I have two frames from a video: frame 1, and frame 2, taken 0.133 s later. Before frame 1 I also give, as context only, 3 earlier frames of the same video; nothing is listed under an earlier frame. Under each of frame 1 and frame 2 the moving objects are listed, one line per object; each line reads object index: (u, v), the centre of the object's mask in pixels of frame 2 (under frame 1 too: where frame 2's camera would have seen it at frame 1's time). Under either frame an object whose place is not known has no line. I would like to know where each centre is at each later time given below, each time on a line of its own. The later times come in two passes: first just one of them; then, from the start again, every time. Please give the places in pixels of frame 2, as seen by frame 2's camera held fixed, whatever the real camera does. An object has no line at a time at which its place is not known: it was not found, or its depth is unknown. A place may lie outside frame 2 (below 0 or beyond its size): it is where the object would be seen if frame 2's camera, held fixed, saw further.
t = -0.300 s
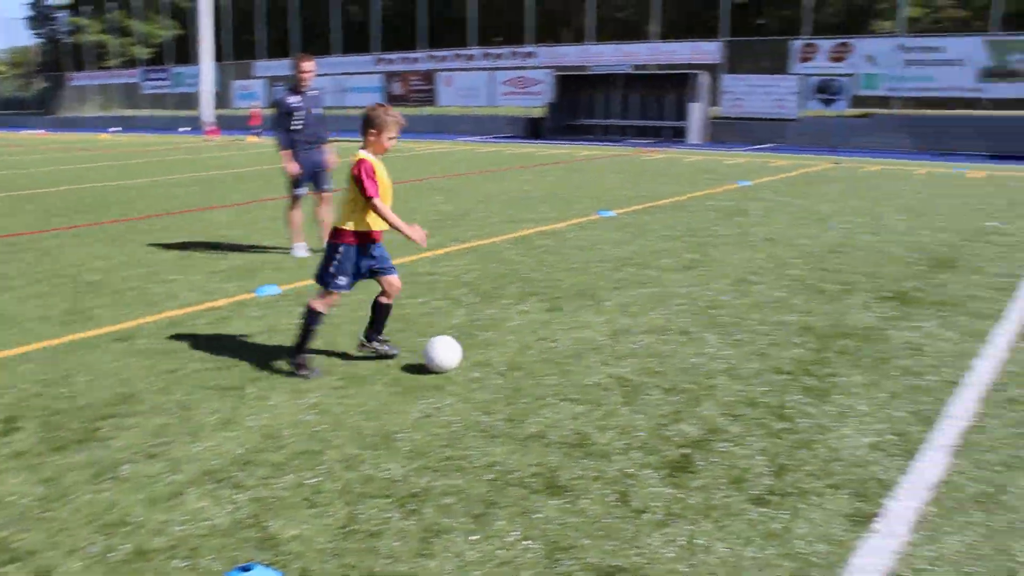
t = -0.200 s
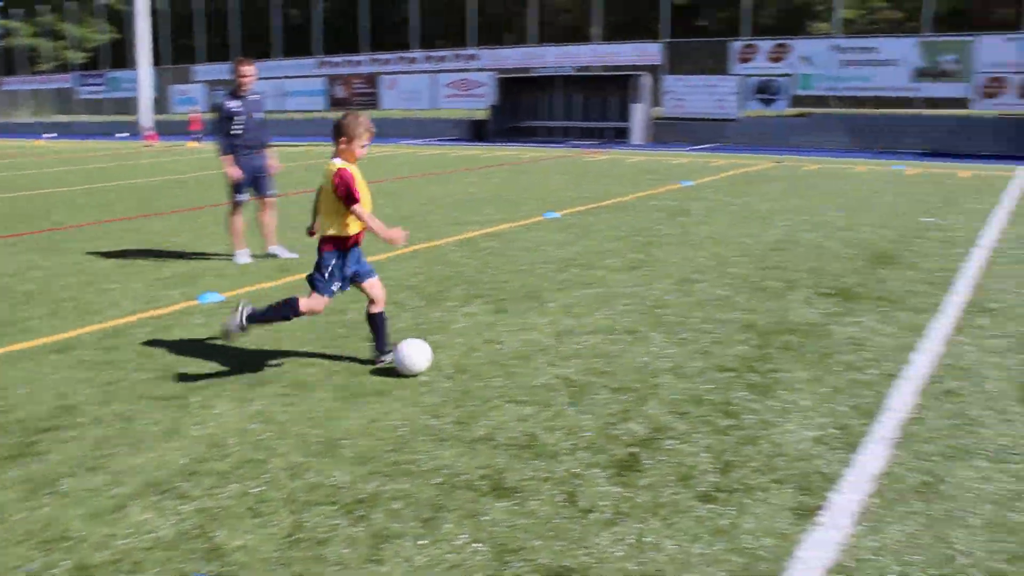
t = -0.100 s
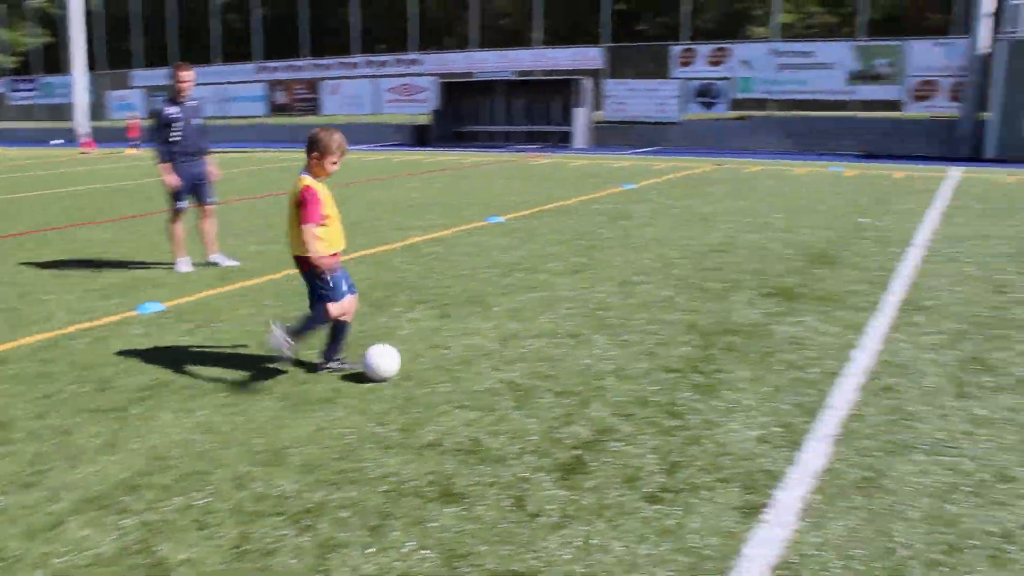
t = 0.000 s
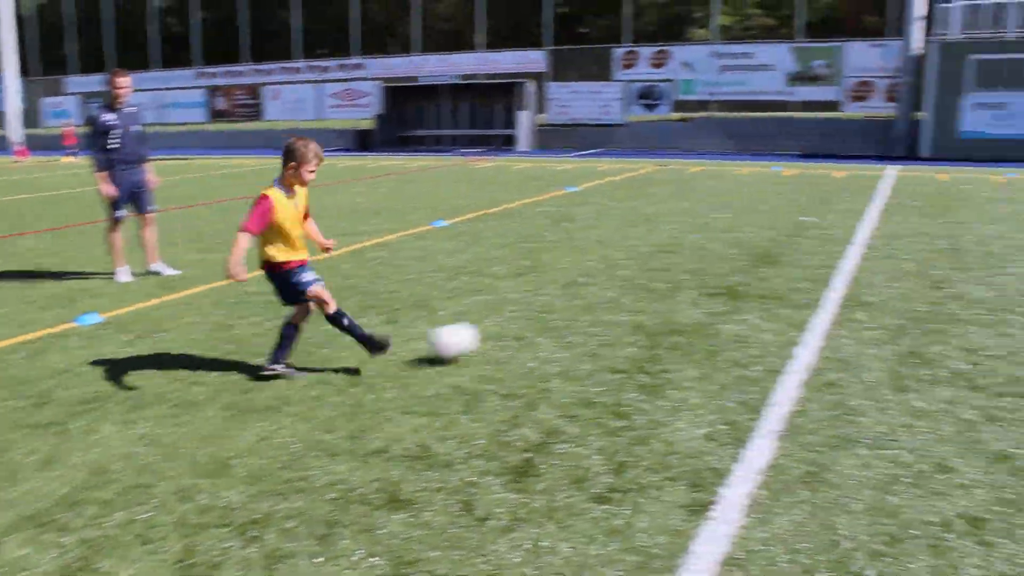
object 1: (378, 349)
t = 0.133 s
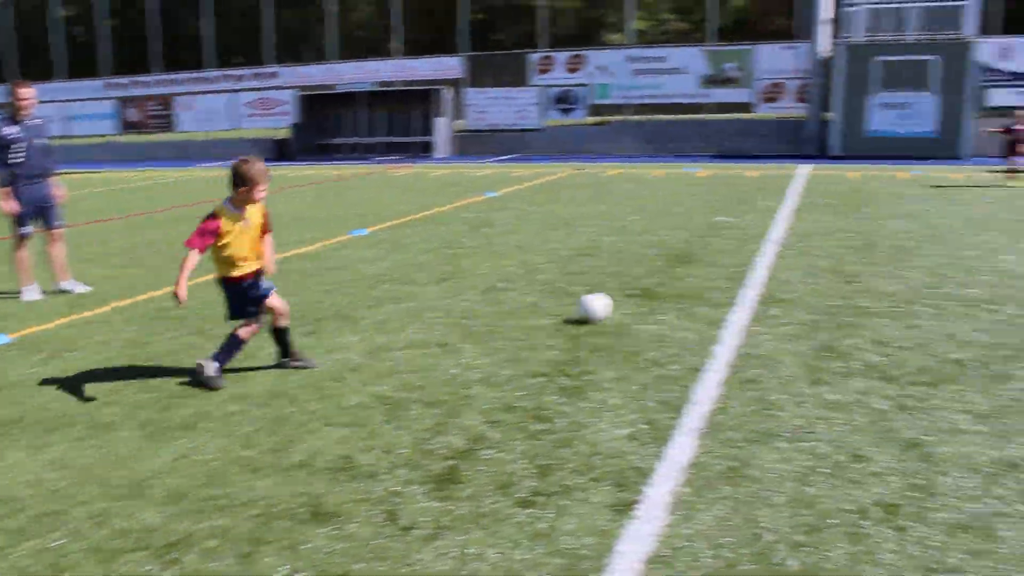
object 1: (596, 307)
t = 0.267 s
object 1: (732, 272)
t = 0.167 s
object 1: (635, 296)
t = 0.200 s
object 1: (671, 287)
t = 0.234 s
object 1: (703, 278)
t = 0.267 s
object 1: (732, 272)
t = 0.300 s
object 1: (759, 268)
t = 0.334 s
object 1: (784, 263)
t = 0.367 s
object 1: (807, 258)
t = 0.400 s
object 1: (827, 251)
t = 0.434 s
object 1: (845, 246)
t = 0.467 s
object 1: (863, 242)
